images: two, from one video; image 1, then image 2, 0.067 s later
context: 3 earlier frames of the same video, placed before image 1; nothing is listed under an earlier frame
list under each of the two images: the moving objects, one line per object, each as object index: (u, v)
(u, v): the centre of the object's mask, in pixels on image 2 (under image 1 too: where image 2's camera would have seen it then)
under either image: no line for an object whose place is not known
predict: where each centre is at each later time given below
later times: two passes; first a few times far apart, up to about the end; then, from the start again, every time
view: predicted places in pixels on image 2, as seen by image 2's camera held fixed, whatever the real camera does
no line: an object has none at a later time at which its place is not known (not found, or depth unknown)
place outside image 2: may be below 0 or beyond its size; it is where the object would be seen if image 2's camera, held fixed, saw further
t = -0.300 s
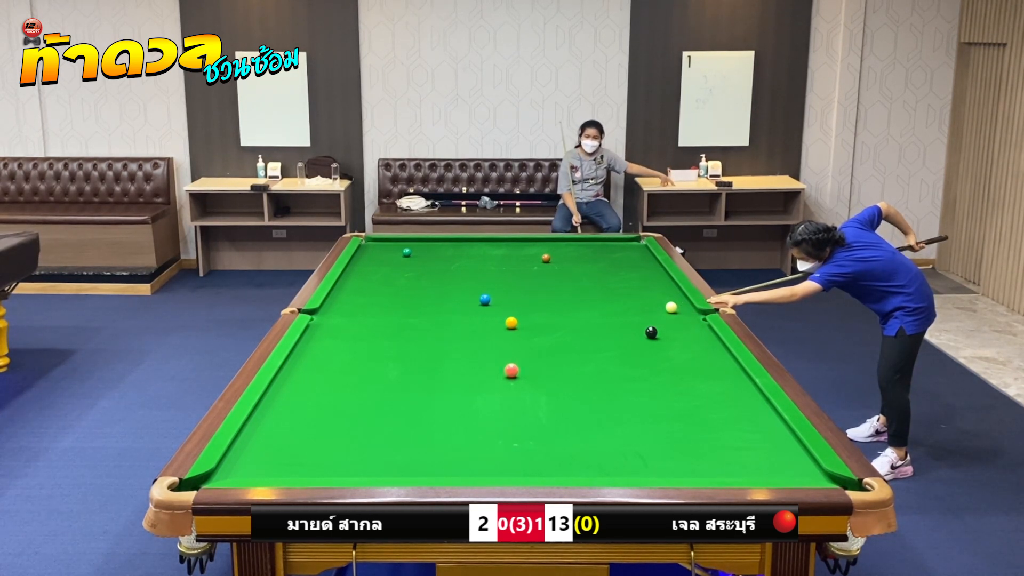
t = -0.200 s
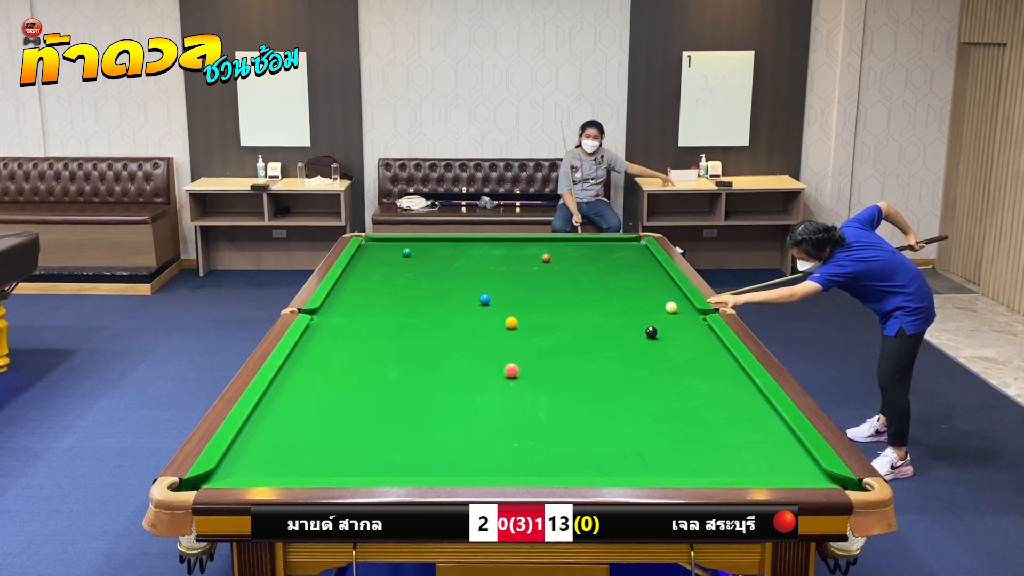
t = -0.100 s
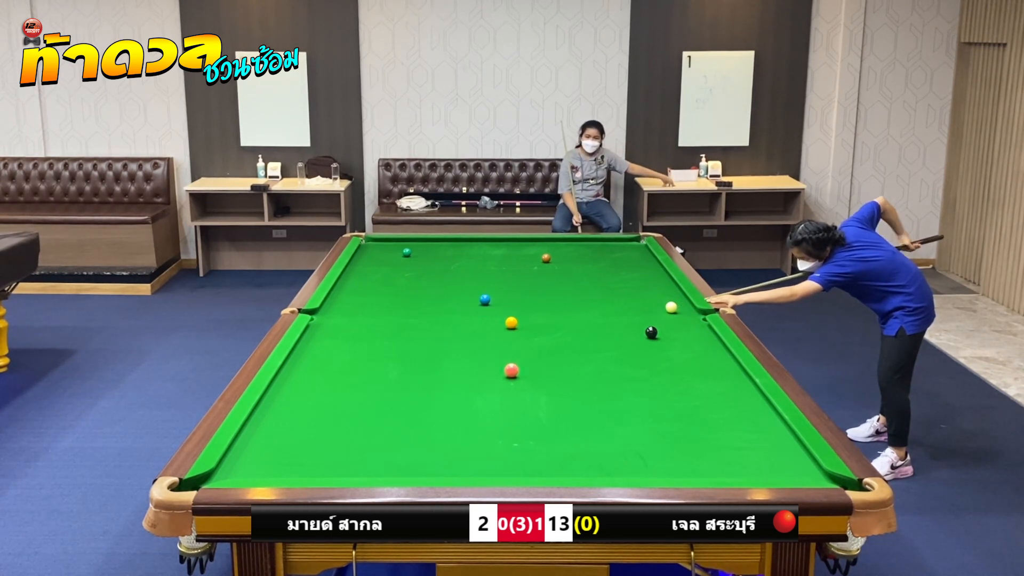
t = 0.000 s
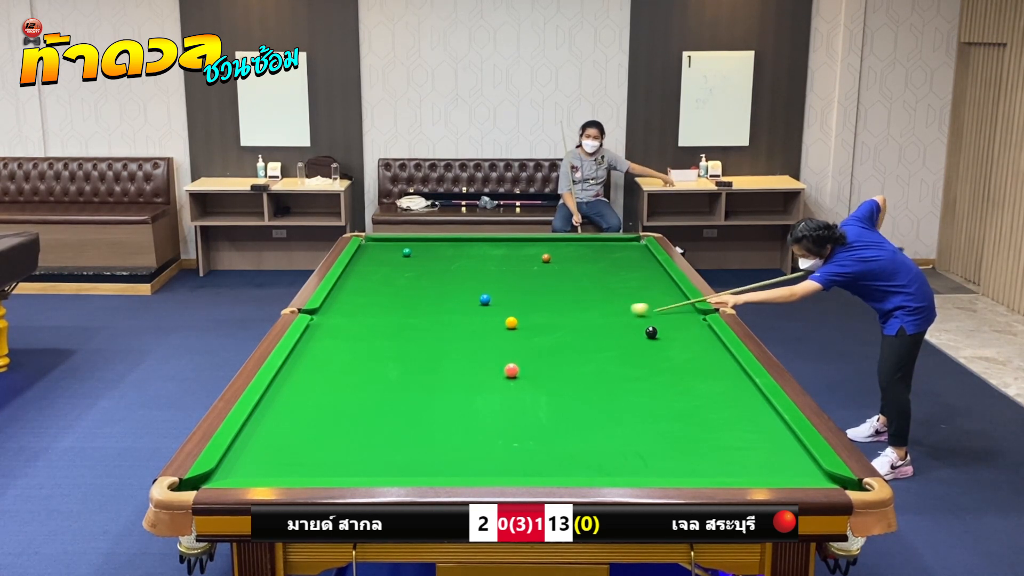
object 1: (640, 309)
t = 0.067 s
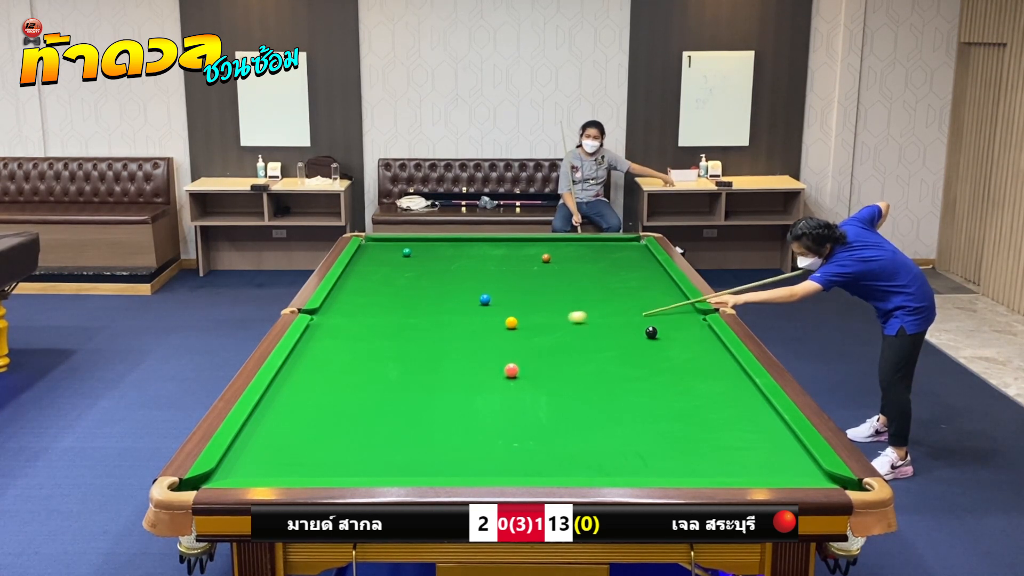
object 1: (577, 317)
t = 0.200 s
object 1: (511, 335)
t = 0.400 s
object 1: (472, 367)
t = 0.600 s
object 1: (421, 403)
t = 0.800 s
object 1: (359, 447)
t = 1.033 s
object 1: (307, 455)
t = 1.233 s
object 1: (293, 424)
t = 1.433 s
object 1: (278, 402)
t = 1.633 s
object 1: (285, 383)
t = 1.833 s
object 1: (306, 368)
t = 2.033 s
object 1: (325, 354)
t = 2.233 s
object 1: (342, 341)
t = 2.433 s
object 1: (358, 330)
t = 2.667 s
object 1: (374, 319)
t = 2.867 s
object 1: (386, 309)
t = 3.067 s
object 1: (398, 301)
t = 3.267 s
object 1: (408, 293)
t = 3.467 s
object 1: (418, 286)
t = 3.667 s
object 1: (426, 280)
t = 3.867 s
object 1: (434, 273)
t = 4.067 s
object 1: (442, 268)
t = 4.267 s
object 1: (449, 263)
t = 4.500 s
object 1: (456, 257)
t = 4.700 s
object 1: (462, 253)
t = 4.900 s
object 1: (468, 248)
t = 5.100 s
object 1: (473, 245)
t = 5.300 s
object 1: (477, 241)
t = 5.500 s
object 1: (481, 241)
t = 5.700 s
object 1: (484, 242)
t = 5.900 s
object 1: (487, 245)
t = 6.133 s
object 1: (491, 247)
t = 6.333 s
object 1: (494, 249)
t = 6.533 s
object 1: (496, 251)
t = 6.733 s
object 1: (499, 253)
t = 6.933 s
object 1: (501, 254)
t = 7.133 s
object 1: (503, 256)
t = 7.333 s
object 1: (505, 257)
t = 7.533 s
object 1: (507, 259)
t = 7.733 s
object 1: (509, 260)
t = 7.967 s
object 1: (511, 261)
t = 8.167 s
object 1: (512, 262)
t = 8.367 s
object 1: (514, 263)
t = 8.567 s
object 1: (515, 265)
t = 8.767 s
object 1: (517, 265)
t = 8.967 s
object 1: (518, 266)
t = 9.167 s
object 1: (519, 266)
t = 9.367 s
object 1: (520, 267)
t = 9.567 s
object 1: (520, 267)
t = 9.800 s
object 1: (521, 268)
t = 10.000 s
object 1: (521, 268)
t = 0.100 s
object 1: (546, 320)
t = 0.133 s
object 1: (521, 325)
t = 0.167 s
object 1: (516, 330)
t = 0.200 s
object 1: (511, 335)
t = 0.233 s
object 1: (505, 340)
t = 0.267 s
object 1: (499, 346)
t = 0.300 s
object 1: (493, 351)
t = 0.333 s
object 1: (486, 356)
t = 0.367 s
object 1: (479, 362)
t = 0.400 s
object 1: (472, 367)
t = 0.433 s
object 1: (464, 373)
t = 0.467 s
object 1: (456, 378)
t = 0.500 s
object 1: (448, 384)
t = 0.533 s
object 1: (439, 390)
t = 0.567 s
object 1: (431, 396)
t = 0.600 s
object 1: (421, 403)
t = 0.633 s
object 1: (412, 409)
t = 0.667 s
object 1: (402, 416)
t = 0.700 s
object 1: (392, 423)
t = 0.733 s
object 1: (382, 431)
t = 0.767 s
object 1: (370, 439)
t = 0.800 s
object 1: (359, 447)
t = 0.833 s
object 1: (347, 455)
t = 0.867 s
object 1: (335, 464)
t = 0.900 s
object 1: (323, 470)
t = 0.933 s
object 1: (313, 473)
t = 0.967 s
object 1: (311, 468)
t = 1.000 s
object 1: (309, 462)
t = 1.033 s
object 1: (307, 455)
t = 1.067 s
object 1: (305, 448)
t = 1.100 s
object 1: (303, 443)
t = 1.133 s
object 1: (300, 437)
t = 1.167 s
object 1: (298, 433)
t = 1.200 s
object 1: (295, 428)
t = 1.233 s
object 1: (293, 424)
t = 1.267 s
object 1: (290, 420)
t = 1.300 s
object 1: (287, 416)
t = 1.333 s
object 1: (285, 412)
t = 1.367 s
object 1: (282, 409)
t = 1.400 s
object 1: (280, 405)
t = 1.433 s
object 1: (278, 402)
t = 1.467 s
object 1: (275, 398)
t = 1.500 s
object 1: (273, 395)
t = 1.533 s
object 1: (271, 392)
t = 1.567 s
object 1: (276, 389)
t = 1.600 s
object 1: (281, 386)
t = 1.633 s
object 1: (285, 383)
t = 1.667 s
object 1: (288, 381)
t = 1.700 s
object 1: (292, 378)
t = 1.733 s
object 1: (296, 375)
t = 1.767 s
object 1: (299, 373)
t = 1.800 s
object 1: (303, 370)
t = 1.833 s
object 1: (306, 368)
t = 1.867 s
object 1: (310, 365)
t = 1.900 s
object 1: (313, 363)
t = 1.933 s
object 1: (316, 361)
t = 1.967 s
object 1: (319, 358)
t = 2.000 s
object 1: (322, 356)
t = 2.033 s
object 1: (325, 354)
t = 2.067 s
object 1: (328, 352)
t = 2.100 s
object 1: (331, 350)
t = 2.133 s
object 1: (334, 348)
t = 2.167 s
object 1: (337, 346)
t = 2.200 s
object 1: (340, 344)
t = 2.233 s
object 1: (342, 341)
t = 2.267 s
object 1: (345, 340)
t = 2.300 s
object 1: (348, 338)
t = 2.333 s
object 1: (350, 336)
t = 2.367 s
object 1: (353, 334)
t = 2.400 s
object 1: (355, 332)
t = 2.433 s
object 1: (358, 330)
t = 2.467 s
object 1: (360, 329)
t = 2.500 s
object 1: (363, 327)
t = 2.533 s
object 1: (365, 325)
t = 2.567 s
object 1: (367, 323)
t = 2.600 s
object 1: (369, 322)
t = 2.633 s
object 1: (372, 320)
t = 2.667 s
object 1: (374, 319)
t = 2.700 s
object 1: (376, 317)
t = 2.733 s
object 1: (378, 315)
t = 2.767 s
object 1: (380, 314)
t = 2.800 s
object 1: (382, 312)
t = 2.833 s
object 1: (384, 311)
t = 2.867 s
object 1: (386, 309)
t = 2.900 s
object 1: (388, 308)
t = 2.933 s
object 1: (390, 307)
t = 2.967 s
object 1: (392, 305)
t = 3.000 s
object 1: (394, 304)
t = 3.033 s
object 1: (396, 302)
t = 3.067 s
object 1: (398, 301)
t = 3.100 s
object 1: (399, 300)
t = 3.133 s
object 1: (401, 298)
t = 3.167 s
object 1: (403, 297)
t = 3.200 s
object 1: (405, 296)
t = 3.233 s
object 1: (406, 294)
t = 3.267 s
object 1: (408, 293)
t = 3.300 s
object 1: (410, 292)
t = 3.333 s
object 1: (411, 291)
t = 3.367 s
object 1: (413, 289)
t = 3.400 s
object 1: (415, 288)
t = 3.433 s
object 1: (416, 287)
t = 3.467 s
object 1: (418, 286)
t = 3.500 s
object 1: (419, 285)
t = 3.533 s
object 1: (420, 284)
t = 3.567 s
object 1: (422, 283)
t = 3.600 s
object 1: (423, 282)
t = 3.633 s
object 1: (425, 281)
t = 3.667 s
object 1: (426, 280)
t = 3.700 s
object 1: (428, 278)
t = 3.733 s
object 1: (429, 277)
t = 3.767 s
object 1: (430, 276)
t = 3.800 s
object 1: (432, 275)
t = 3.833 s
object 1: (433, 274)
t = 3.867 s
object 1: (434, 273)
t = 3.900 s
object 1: (436, 272)
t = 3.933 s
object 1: (437, 272)
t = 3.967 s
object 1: (438, 271)
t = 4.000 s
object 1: (439, 270)
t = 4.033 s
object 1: (441, 269)
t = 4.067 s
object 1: (442, 268)
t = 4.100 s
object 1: (443, 267)
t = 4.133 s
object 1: (444, 266)
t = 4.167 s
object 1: (446, 265)
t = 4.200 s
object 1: (447, 264)
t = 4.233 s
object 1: (448, 264)
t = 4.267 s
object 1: (449, 263)
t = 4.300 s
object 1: (450, 262)
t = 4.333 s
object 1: (451, 261)
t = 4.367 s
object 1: (452, 260)
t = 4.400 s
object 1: (453, 259)
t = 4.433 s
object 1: (454, 259)
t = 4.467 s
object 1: (455, 258)
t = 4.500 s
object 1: (456, 257)
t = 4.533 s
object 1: (457, 256)
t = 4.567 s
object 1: (458, 255)
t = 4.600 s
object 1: (459, 255)
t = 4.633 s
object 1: (460, 254)
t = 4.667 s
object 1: (461, 253)
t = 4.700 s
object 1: (462, 253)
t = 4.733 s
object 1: (463, 252)
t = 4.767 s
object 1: (464, 251)
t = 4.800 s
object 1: (465, 250)
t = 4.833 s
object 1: (466, 250)
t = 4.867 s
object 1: (467, 249)
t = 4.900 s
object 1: (468, 248)
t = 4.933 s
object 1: (469, 248)
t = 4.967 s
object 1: (469, 247)
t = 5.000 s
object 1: (470, 247)
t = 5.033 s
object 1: (471, 246)
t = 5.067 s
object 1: (472, 245)
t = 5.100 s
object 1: (473, 245)
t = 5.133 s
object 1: (473, 244)
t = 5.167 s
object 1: (474, 243)
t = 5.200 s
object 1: (475, 242)
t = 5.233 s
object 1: (476, 242)
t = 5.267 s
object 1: (477, 241)
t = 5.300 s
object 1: (477, 241)
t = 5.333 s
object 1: (478, 240)
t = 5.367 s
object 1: (479, 240)
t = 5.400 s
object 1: (480, 239)
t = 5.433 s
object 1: (480, 240)
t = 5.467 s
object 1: (481, 240)
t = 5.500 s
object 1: (481, 241)
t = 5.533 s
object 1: (482, 241)
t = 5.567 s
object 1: (482, 241)
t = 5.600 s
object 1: (483, 241)
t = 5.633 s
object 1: (483, 242)
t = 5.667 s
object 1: (484, 242)
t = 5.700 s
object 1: (484, 242)
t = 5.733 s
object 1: (485, 243)
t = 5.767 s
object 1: (485, 243)
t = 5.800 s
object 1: (486, 244)
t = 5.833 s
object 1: (486, 244)
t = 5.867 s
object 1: (487, 244)
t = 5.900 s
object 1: (487, 245)
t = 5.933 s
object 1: (488, 245)
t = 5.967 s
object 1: (488, 245)
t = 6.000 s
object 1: (489, 246)
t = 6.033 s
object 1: (489, 246)
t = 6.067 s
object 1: (490, 246)
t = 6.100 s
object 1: (490, 247)
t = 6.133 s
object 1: (491, 247)
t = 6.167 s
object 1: (491, 247)
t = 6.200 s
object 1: (492, 248)
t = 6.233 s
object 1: (492, 248)
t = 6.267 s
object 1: (493, 248)
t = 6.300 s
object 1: (493, 249)
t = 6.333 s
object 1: (494, 249)
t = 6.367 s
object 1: (494, 249)
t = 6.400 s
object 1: (495, 250)
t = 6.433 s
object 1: (495, 250)
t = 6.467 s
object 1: (495, 250)
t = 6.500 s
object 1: (496, 250)
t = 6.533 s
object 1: (496, 251)
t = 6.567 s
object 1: (497, 251)
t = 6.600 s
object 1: (497, 251)
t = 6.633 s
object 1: (498, 252)
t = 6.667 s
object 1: (498, 252)
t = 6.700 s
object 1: (498, 252)
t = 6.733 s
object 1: (499, 253)
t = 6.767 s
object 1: (499, 253)
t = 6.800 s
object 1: (500, 253)
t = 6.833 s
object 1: (500, 253)
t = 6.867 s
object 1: (500, 254)
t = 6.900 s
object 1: (501, 254)
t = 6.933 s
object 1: (501, 254)
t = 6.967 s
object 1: (501, 254)
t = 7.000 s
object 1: (502, 255)
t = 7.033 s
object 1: (502, 255)
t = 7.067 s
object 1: (503, 255)
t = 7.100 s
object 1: (503, 255)
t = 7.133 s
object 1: (503, 256)
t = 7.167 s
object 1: (504, 256)
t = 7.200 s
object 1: (504, 256)
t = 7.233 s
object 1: (504, 257)
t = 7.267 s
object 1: (505, 257)
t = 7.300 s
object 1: (505, 257)
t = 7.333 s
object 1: (505, 257)
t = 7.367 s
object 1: (506, 258)
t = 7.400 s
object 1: (506, 258)
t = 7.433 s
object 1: (506, 258)
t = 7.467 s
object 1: (507, 258)
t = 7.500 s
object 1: (507, 258)
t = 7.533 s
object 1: (507, 259)
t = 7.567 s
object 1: (507, 259)
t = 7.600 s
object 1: (508, 259)
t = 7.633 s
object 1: (508, 259)
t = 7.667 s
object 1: (508, 259)
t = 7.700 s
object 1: (509, 260)
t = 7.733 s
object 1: (509, 260)
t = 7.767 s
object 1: (509, 260)
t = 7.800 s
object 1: (509, 260)
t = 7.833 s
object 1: (510, 261)
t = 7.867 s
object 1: (510, 261)
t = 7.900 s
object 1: (510, 261)
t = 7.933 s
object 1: (511, 261)
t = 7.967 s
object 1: (511, 261)
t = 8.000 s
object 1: (511, 262)
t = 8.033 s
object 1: (511, 262)
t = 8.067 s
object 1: (512, 262)
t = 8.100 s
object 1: (512, 262)
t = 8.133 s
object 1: (512, 262)
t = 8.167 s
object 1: (512, 262)
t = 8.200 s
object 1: (513, 263)
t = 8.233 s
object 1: (513, 263)
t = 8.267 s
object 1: (513, 263)
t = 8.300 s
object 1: (514, 263)
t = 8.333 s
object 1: (514, 263)
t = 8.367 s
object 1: (514, 263)
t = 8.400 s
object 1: (514, 264)
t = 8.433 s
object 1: (514, 264)
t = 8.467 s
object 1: (515, 264)
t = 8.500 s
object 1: (515, 264)
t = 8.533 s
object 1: (515, 264)
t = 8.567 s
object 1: (515, 265)
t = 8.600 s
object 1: (515, 265)
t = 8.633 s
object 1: (516, 265)
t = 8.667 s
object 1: (516, 265)
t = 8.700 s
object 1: (516, 265)
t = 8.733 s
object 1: (517, 265)
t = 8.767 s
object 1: (517, 265)
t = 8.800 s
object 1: (517, 265)
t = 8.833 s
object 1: (517, 265)
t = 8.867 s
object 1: (517, 266)
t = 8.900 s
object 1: (518, 266)
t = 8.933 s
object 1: (518, 266)
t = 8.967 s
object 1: (518, 266)
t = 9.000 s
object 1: (518, 266)
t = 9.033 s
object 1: (518, 266)
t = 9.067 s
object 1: (518, 266)
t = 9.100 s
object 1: (519, 266)
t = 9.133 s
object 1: (519, 266)
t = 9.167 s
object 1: (519, 266)
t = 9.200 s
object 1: (519, 266)
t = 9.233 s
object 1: (519, 267)
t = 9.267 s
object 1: (519, 267)
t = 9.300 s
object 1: (519, 267)
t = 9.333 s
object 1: (520, 267)
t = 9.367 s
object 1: (520, 267)
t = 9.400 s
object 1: (520, 267)
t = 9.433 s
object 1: (520, 267)
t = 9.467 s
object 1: (520, 267)
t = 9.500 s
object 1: (520, 267)
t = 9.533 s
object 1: (520, 267)
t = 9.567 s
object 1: (520, 267)
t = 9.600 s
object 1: (520, 267)
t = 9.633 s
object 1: (521, 267)
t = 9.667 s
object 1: (521, 267)
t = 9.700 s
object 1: (521, 267)
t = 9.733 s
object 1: (521, 267)
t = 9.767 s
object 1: (521, 268)
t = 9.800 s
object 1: (521, 268)
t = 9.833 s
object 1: (521, 268)
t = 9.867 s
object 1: (521, 268)
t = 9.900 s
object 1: (521, 268)
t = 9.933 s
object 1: (521, 268)
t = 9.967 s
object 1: (521, 268)
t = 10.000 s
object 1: (521, 268)
